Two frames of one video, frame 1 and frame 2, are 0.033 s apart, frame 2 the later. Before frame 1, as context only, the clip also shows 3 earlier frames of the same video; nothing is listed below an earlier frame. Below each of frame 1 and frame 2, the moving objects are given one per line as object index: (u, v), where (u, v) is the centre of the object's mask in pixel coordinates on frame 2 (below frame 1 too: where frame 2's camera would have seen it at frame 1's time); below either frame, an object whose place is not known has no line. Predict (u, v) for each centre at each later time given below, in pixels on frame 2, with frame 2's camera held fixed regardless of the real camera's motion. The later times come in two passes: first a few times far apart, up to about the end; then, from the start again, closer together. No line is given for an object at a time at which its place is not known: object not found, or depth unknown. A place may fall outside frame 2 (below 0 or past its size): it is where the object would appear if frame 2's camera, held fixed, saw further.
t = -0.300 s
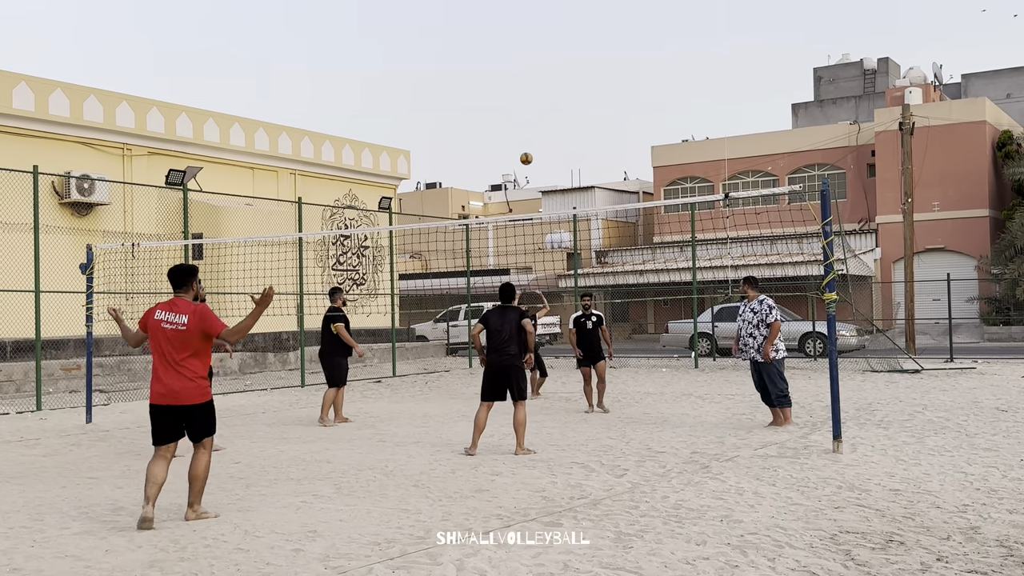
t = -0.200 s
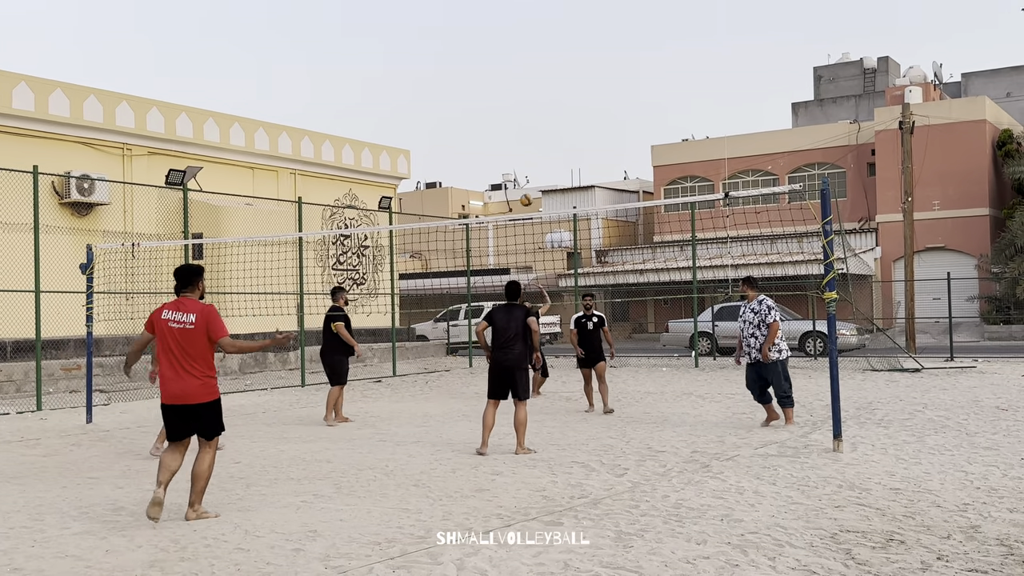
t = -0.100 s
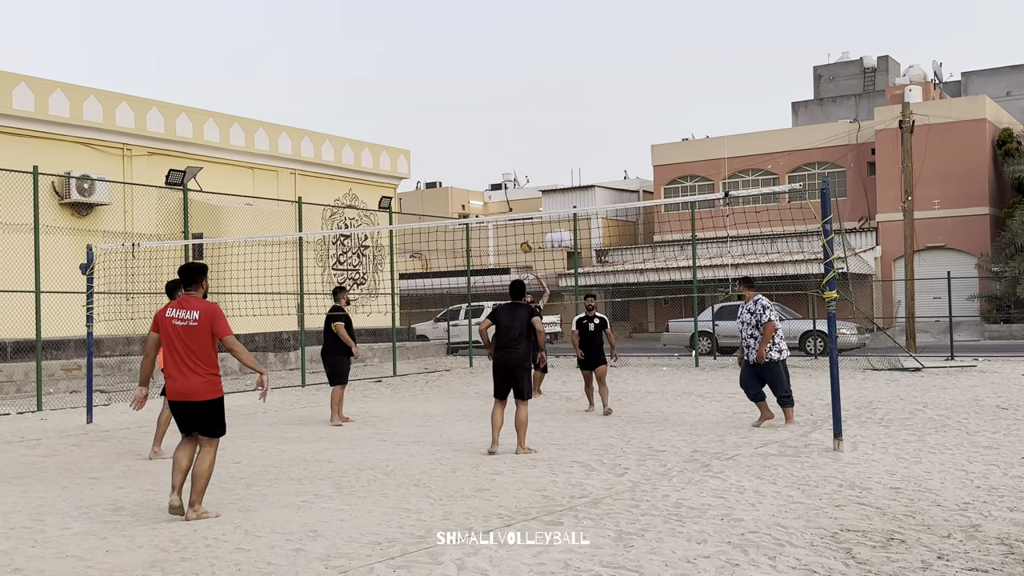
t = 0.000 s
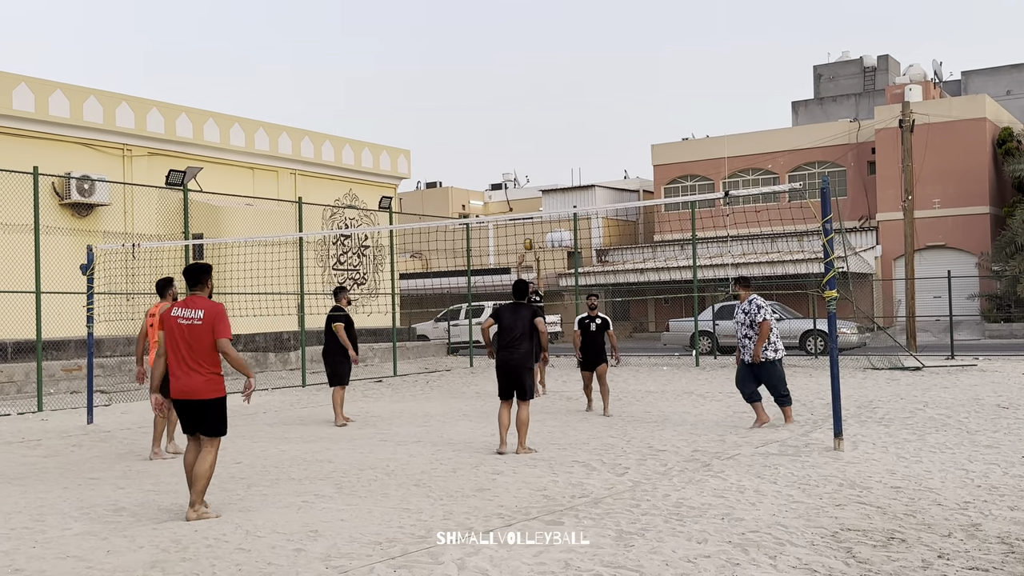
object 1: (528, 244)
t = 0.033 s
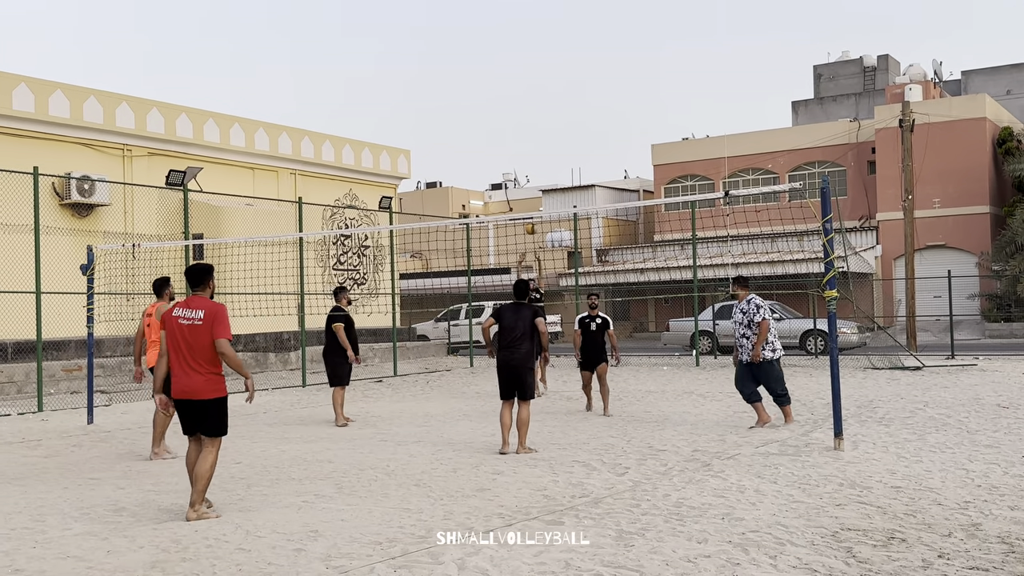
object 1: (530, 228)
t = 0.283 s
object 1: (549, 125)
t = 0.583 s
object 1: (574, 43)
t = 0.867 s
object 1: (602, 16)
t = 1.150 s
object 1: (635, 54)
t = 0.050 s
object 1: (533, 221)
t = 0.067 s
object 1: (533, 209)
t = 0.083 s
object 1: (534, 206)
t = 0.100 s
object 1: (536, 198)
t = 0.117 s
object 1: (537, 191)
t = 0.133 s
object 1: (538, 184)
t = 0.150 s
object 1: (539, 177)
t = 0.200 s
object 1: (543, 157)
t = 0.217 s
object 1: (544, 150)
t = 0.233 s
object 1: (545, 144)
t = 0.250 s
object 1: (546, 137)
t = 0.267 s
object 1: (548, 131)
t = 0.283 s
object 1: (549, 125)
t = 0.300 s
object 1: (550, 119)
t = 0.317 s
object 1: (551, 114)
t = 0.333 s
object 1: (553, 108)
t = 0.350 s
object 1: (554, 103)
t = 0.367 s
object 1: (555, 97)
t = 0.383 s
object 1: (556, 92)
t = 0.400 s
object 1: (558, 87)
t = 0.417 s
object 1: (559, 83)
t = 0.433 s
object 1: (561, 78)
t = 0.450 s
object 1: (562, 73)
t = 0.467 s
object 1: (563, 69)
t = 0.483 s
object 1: (565, 65)
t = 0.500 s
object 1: (566, 61)
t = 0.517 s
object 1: (568, 57)
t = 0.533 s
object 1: (569, 53)
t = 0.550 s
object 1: (571, 50)
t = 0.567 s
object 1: (572, 46)
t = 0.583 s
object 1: (574, 43)
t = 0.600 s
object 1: (575, 40)
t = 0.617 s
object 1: (577, 37)
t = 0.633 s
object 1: (579, 34)
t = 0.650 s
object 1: (580, 32)
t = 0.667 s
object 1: (582, 29)
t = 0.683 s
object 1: (583, 27)
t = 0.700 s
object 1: (585, 25)
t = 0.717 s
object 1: (586, 24)
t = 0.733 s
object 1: (588, 22)
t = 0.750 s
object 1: (590, 20)
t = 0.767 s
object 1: (591, 19)
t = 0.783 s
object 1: (593, 18)
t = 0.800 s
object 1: (595, 17)
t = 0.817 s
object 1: (597, 16)
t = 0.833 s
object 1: (598, 16)
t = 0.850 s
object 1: (600, 16)
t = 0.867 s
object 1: (602, 16)
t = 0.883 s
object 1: (604, 16)
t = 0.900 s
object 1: (605, 17)
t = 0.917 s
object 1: (607, 18)
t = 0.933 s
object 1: (609, 19)
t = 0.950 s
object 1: (611, 20)
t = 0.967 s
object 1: (613, 21)
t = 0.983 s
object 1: (615, 23)
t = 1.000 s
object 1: (617, 25)
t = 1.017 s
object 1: (618, 27)
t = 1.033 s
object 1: (620, 29)
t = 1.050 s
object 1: (622, 32)
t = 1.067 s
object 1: (624, 35)
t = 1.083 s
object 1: (627, 38)
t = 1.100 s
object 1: (629, 42)
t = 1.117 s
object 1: (631, 45)
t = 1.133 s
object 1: (633, 49)
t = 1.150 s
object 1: (635, 54)
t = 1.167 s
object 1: (637, 58)
